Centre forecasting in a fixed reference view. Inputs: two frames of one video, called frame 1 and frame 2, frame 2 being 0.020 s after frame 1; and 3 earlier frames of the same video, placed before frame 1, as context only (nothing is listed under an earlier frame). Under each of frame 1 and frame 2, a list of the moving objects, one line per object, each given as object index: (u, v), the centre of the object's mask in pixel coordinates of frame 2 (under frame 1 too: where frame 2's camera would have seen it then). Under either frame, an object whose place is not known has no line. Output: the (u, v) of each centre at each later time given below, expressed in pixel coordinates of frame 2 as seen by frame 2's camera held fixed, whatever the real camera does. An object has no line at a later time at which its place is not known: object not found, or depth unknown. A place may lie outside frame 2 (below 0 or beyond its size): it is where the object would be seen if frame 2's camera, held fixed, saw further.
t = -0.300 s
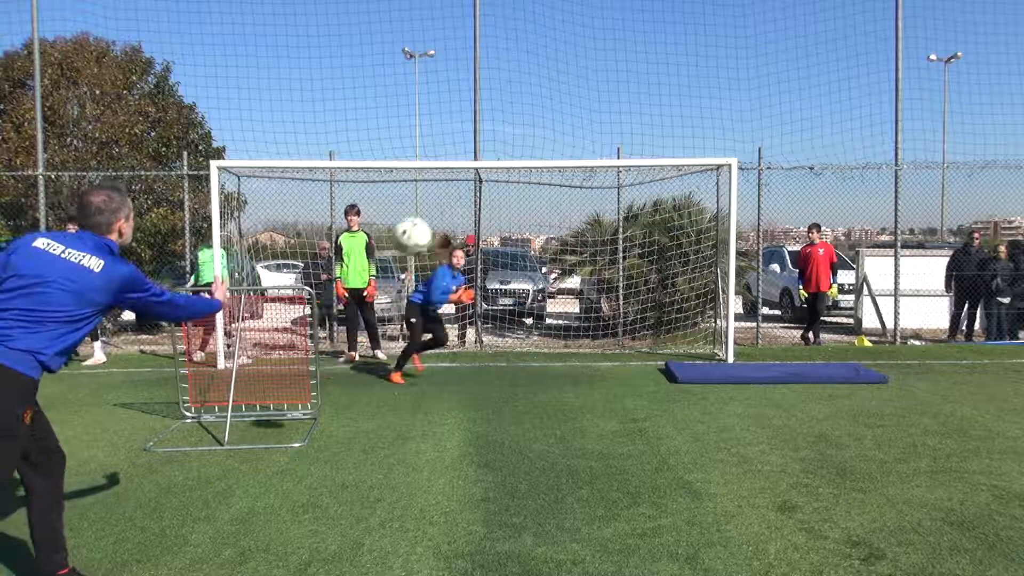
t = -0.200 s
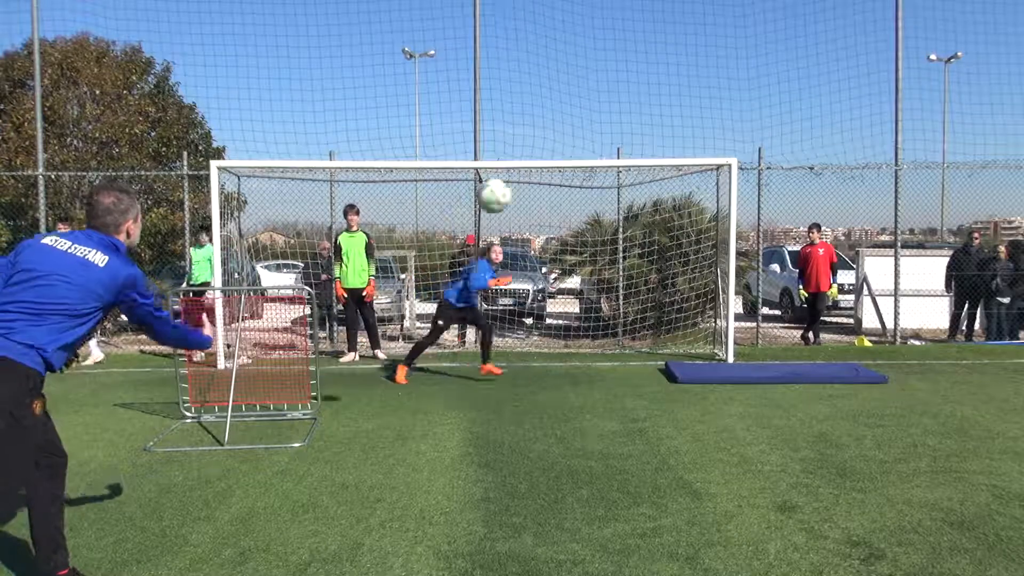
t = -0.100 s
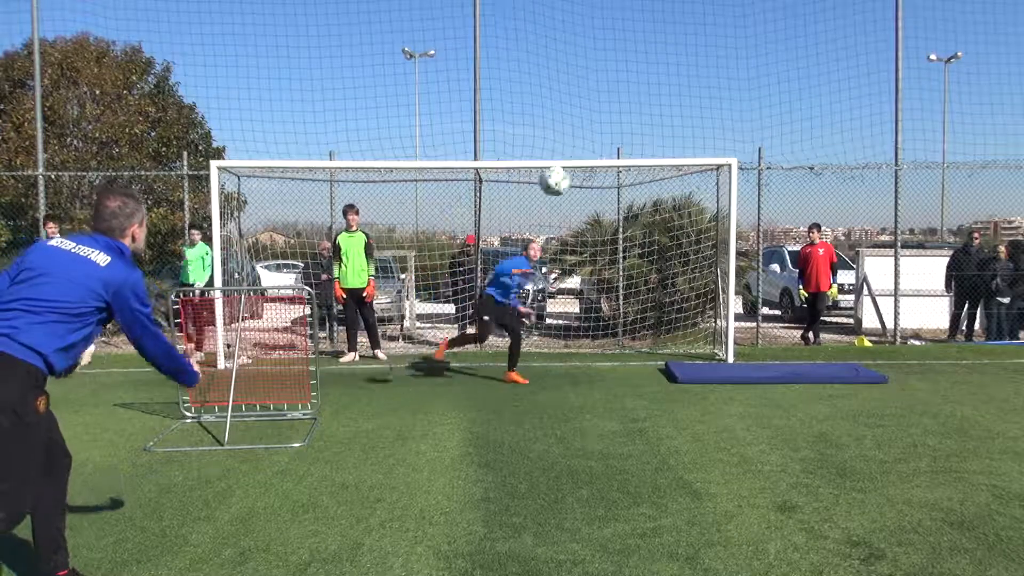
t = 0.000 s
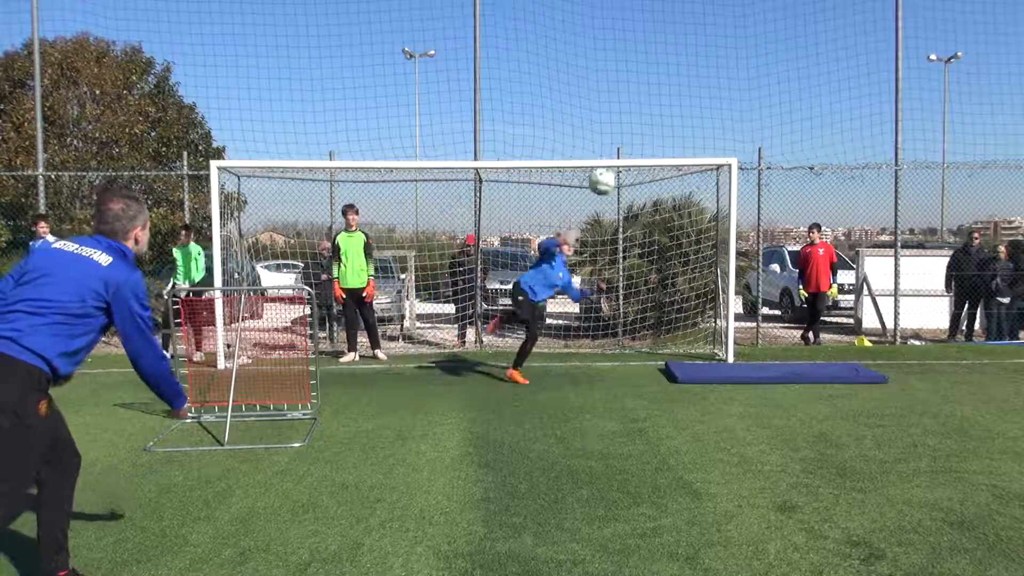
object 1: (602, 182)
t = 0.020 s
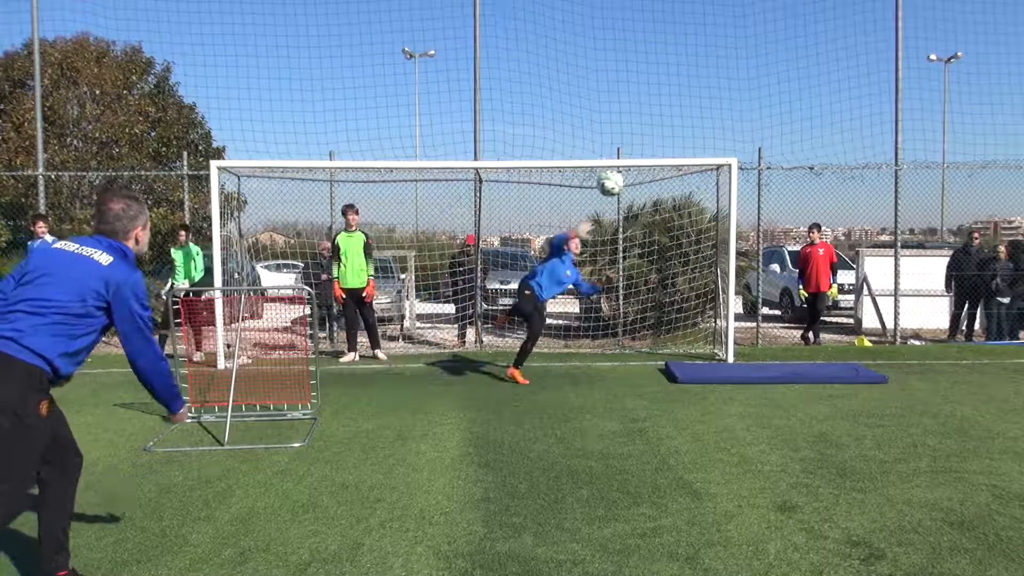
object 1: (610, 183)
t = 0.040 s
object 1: (618, 185)
